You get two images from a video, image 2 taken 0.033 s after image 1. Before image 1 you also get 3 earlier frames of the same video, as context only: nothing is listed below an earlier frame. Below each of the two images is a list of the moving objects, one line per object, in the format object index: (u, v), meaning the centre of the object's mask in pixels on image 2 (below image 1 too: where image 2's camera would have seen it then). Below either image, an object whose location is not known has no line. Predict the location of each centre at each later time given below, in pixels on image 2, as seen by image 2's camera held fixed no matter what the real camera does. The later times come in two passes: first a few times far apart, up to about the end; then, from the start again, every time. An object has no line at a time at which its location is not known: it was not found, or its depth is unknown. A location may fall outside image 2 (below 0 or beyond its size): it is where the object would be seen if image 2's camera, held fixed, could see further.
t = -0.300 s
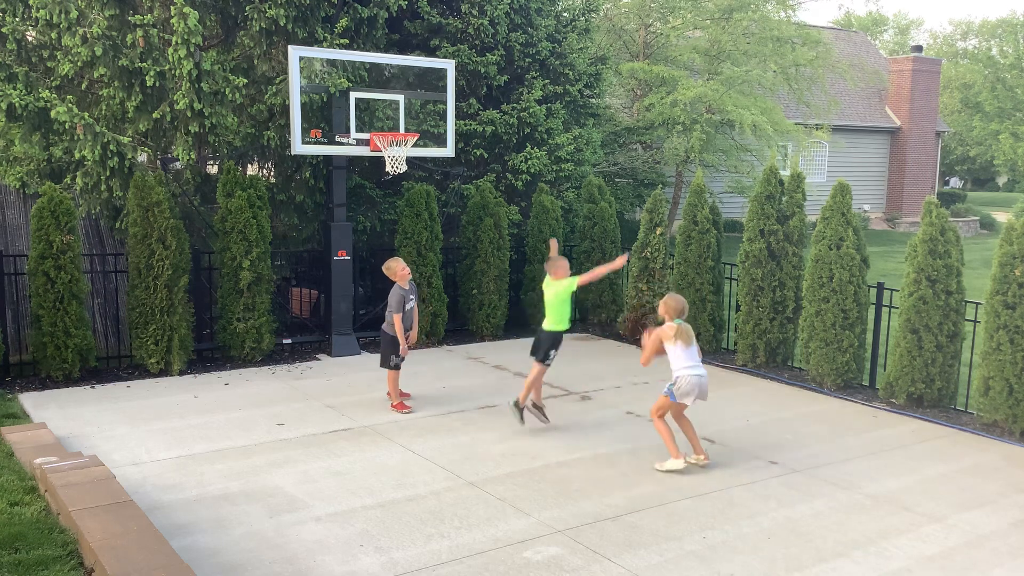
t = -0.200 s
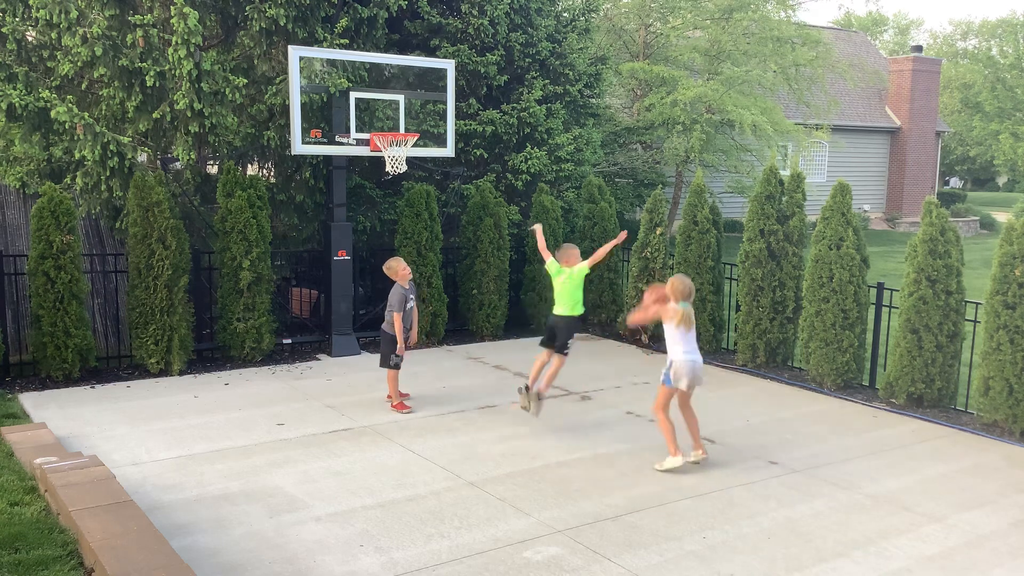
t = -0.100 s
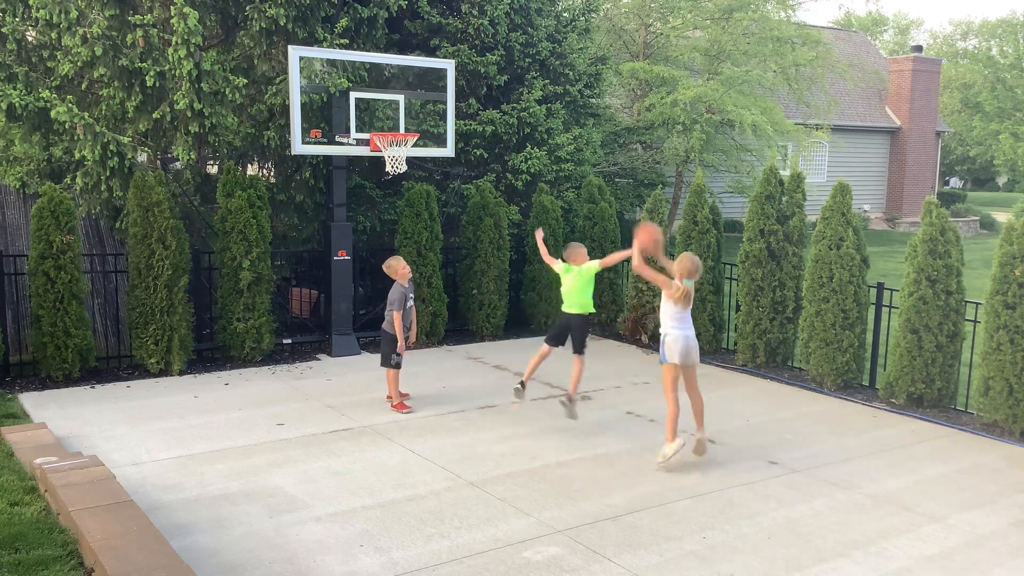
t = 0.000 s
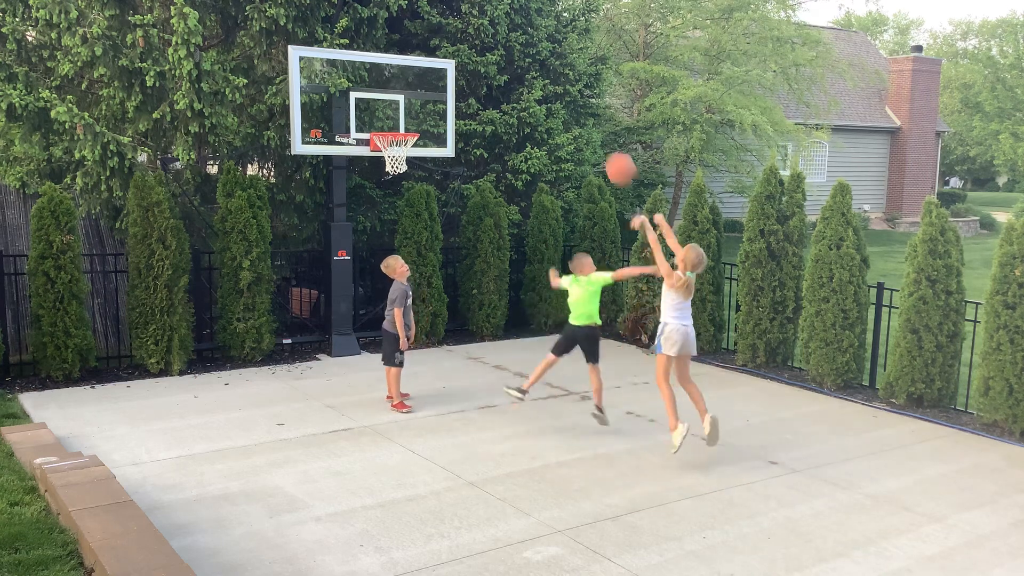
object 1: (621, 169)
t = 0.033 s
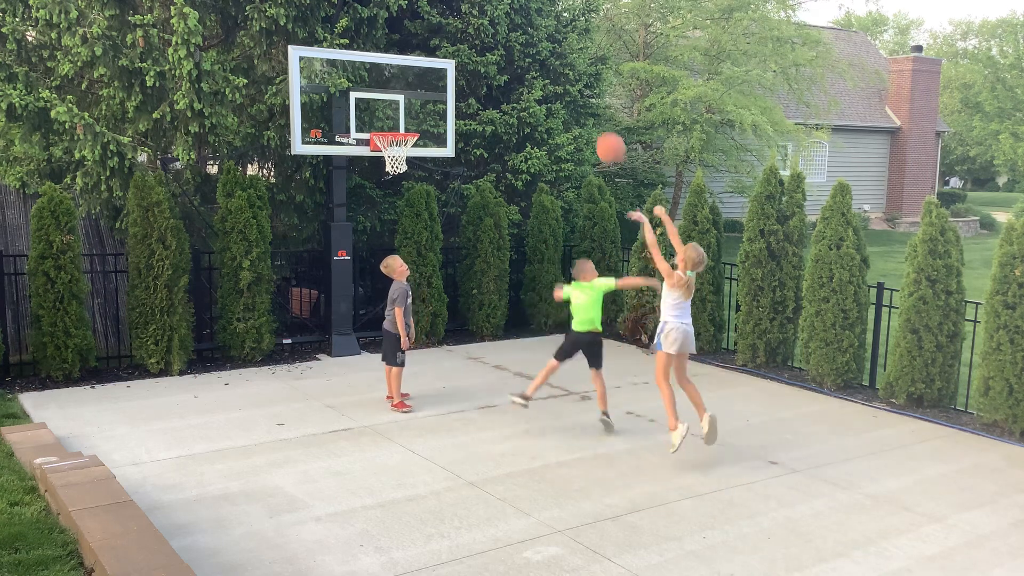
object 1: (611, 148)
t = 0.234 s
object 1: (557, 62)
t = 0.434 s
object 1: (507, 28)
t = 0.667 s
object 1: (456, 48)
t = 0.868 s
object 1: (416, 110)
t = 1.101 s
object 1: (415, 93)
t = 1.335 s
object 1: (424, 104)
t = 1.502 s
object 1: (430, 147)
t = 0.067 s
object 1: (602, 130)
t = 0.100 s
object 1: (593, 113)
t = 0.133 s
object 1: (583, 99)
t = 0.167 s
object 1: (574, 85)
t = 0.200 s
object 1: (566, 72)
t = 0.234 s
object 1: (557, 62)
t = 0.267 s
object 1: (549, 53)
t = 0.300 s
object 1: (540, 45)
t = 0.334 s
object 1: (532, 39)
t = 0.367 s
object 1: (524, 34)
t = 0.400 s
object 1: (515, 30)
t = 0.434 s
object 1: (507, 28)
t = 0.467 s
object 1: (499, 27)
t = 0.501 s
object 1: (492, 28)
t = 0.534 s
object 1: (484, 30)
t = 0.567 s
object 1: (476, 32)
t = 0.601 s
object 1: (469, 36)
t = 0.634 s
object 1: (462, 41)
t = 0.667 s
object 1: (456, 48)
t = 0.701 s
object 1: (449, 55)
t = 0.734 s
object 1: (441, 65)
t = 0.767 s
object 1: (434, 76)
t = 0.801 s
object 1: (428, 85)
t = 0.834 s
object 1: (422, 97)
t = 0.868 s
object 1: (416, 110)
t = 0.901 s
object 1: (410, 122)
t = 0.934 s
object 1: (410, 119)
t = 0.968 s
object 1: (411, 112)
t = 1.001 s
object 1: (412, 105)
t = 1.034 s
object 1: (413, 100)
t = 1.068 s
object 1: (414, 96)
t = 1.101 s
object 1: (415, 93)
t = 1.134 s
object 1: (417, 91)
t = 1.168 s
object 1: (418, 91)
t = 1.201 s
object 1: (419, 91)
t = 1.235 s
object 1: (420, 92)
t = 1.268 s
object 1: (421, 95)
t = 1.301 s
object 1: (423, 99)
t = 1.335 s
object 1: (424, 104)
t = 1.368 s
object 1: (425, 110)
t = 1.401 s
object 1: (426, 117)
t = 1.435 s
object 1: (428, 126)
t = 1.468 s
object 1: (429, 136)
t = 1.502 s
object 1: (430, 147)
